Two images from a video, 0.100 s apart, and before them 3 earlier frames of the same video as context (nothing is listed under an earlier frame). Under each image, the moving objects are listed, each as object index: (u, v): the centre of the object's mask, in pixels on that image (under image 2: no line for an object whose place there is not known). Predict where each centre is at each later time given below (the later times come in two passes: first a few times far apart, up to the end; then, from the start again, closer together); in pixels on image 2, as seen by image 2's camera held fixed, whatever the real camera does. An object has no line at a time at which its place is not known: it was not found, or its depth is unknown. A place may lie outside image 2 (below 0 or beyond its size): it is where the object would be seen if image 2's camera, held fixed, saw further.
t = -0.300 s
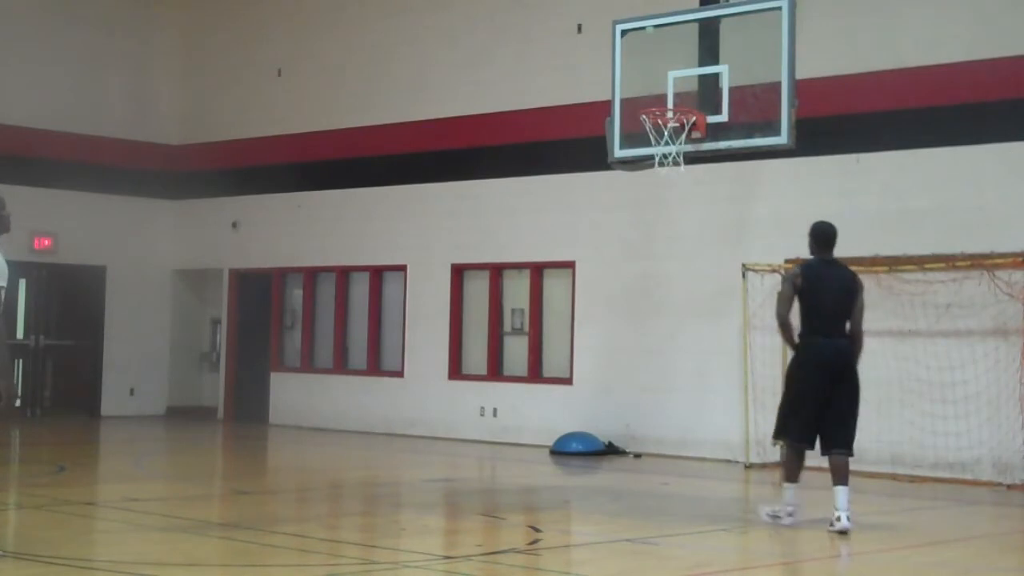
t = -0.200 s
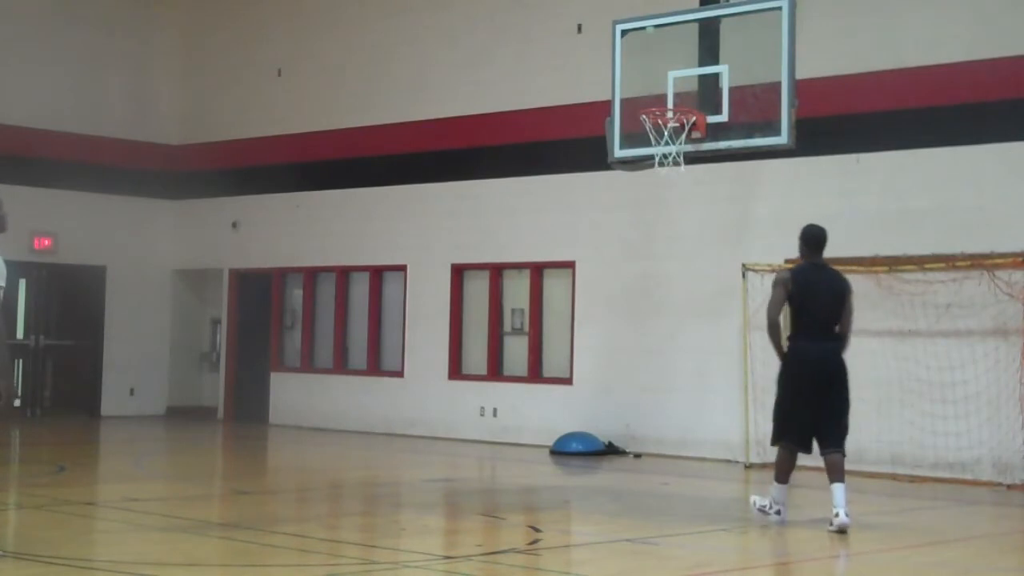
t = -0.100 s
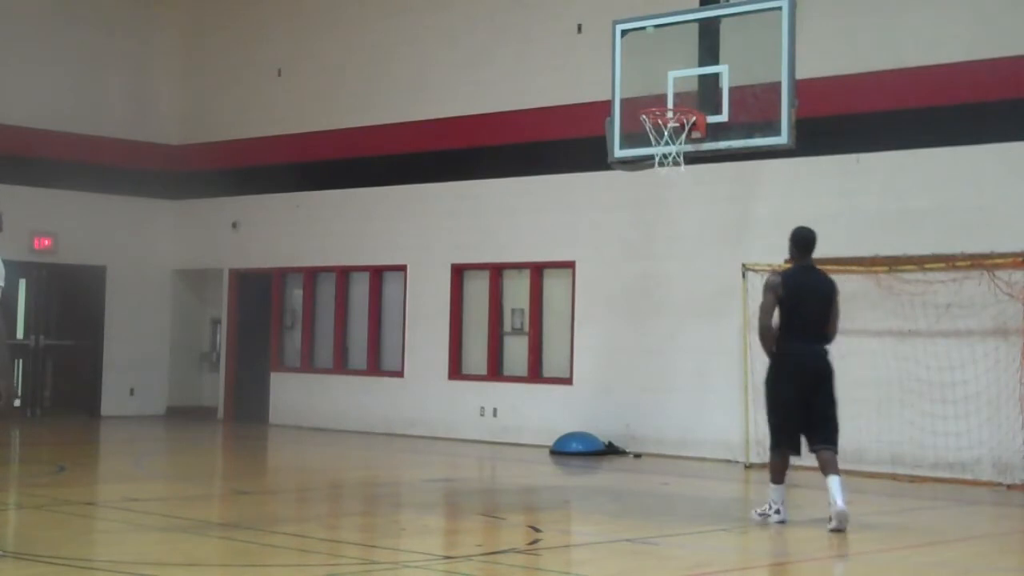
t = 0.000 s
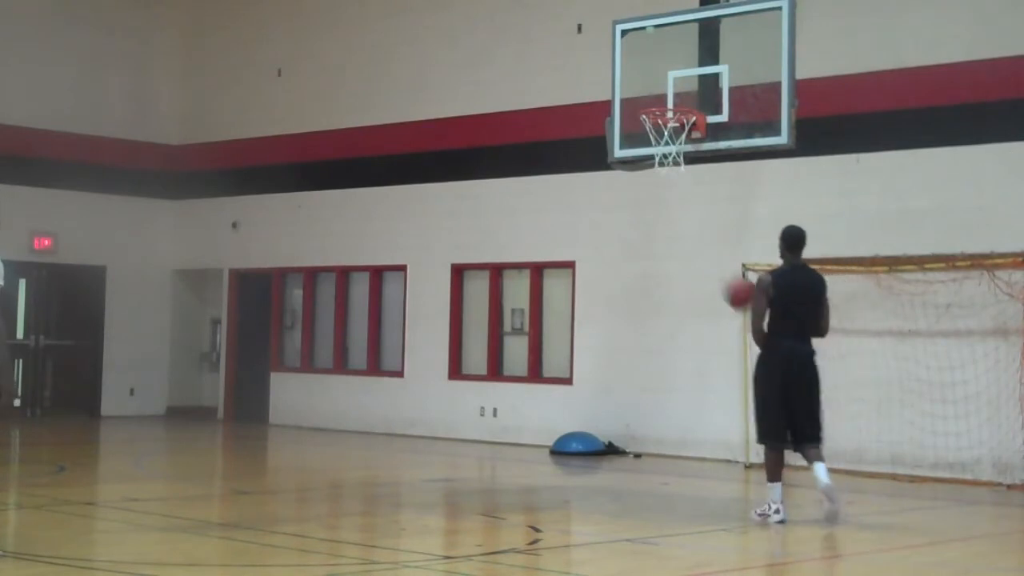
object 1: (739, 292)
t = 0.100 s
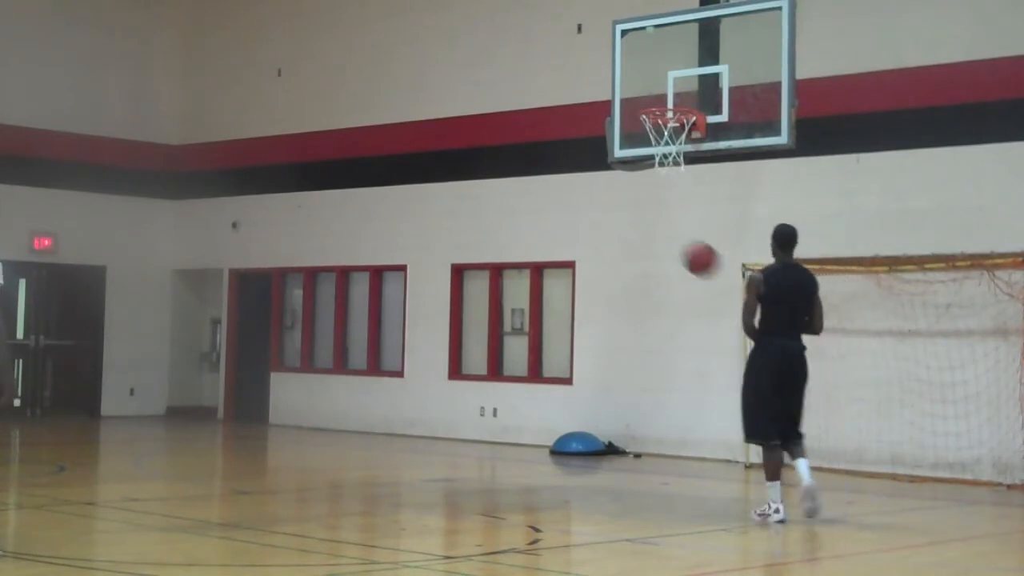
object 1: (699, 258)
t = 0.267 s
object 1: (629, 229)
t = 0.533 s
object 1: (504, 266)
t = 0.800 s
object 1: (370, 421)
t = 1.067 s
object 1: (258, 414)
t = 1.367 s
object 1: (157, 327)
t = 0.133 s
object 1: (685, 249)
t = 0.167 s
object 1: (672, 243)
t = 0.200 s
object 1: (658, 237)
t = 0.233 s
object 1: (643, 232)
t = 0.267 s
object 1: (629, 229)
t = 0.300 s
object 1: (614, 228)
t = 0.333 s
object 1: (599, 229)
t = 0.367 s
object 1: (584, 231)
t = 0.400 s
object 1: (568, 234)
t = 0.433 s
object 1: (553, 239)
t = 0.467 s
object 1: (537, 245)
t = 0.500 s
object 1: (521, 254)
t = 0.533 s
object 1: (504, 266)
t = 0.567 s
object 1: (487, 278)
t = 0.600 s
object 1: (470, 294)
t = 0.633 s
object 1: (454, 308)
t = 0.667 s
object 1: (436, 327)
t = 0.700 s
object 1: (422, 347)
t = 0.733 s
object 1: (404, 371)
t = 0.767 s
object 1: (386, 396)
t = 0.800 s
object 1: (370, 421)
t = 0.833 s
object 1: (351, 451)
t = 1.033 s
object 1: (268, 433)
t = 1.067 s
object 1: (258, 414)
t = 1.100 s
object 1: (247, 399)
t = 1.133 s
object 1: (237, 382)
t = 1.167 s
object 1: (226, 369)
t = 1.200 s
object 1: (215, 357)
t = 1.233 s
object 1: (203, 348)
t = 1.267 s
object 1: (192, 339)
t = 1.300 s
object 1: (180, 333)
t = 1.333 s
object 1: (168, 329)
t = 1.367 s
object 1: (157, 327)
